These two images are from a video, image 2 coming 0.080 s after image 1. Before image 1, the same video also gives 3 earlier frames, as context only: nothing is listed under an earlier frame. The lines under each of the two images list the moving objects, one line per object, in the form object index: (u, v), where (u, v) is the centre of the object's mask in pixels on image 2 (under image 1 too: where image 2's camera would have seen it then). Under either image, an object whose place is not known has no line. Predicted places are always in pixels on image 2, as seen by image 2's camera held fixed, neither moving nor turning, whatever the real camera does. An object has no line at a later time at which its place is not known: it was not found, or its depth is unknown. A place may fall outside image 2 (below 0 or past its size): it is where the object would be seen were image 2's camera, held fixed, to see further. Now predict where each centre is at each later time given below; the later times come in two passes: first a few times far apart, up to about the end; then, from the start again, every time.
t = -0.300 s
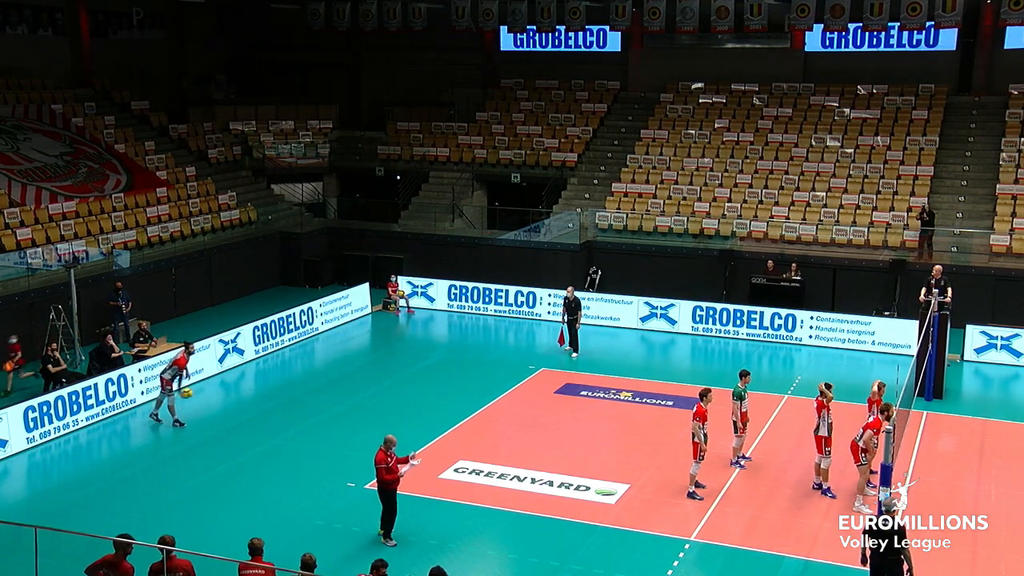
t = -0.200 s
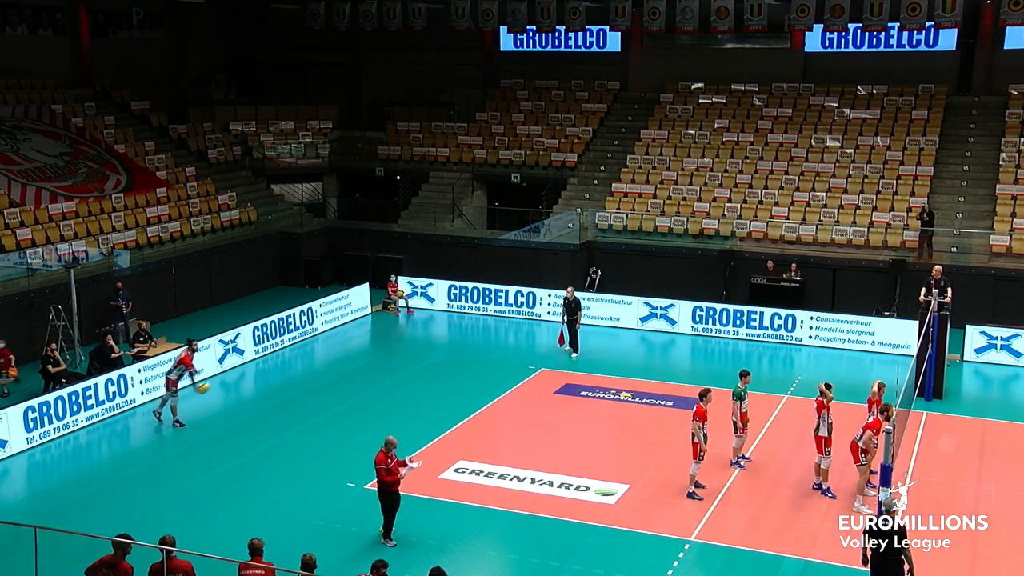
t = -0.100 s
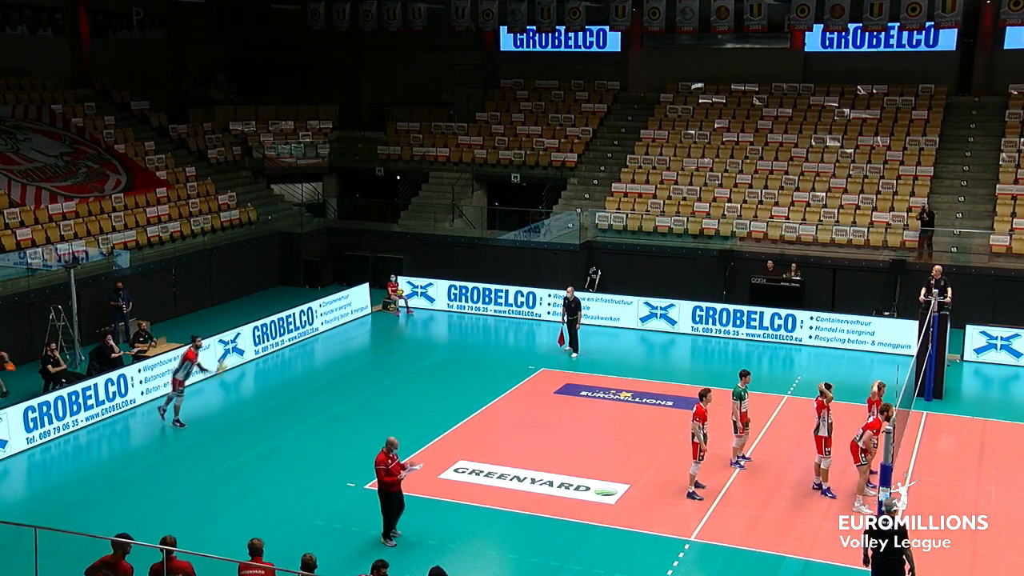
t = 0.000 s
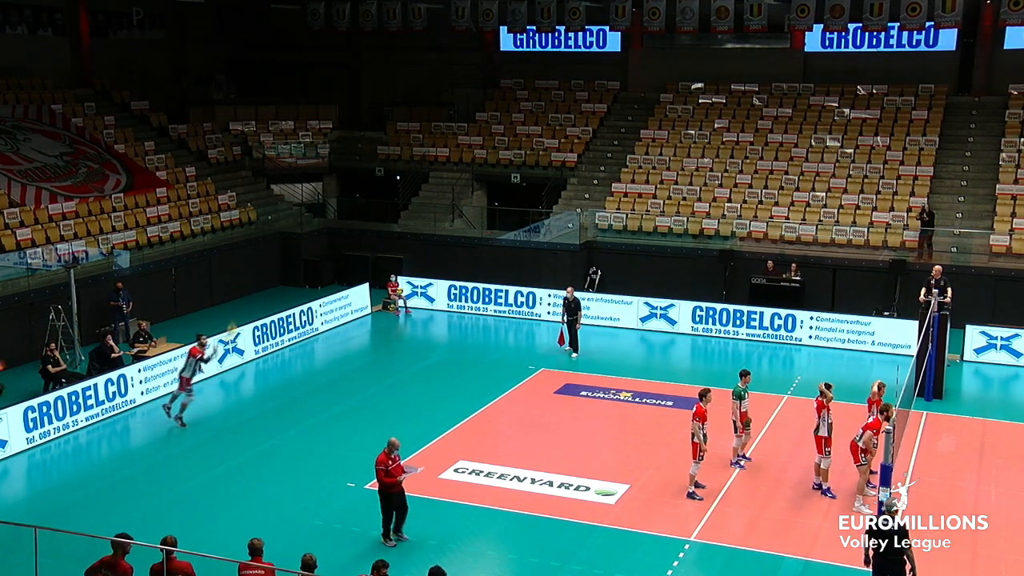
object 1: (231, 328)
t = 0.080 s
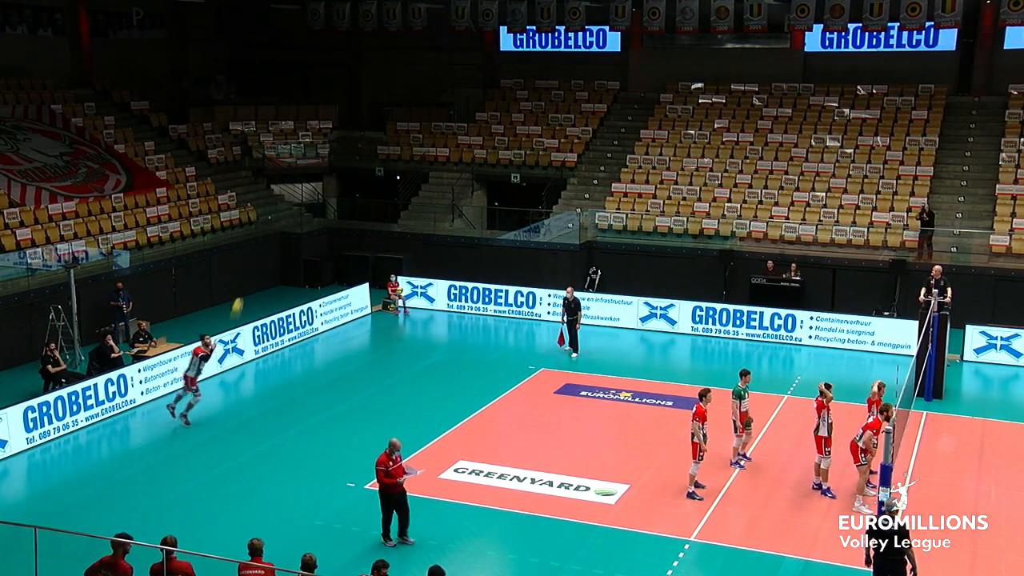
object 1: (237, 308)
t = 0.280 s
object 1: (254, 248)
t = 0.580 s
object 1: (282, 182)
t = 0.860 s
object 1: (310, 145)
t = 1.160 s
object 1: (342, 132)
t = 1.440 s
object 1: (372, 144)
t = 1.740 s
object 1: (404, 184)
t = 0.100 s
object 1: (239, 300)
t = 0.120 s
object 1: (241, 292)
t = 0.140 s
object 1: (242, 288)
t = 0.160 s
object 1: (244, 282)
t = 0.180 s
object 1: (245, 277)
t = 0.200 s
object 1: (248, 270)
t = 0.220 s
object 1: (249, 265)
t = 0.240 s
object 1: (251, 259)
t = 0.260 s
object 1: (253, 254)
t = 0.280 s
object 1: (254, 248)
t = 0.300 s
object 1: (256, 243)
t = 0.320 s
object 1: (258, 238)
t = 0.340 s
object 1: (260, 233)
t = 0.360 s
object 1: (262, 228)
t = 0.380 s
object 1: (264, 223)
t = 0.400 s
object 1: (265, 220)
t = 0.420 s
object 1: (267, 214)
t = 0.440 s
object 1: (269, 210)
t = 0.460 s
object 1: (271, 206)
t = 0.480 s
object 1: (274, 201)
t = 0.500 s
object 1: (275, 198)
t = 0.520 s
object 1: (277, 193)
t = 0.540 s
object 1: (278, 190)
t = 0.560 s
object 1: (280, 186)
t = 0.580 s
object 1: (282, 182)
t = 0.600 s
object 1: (285, 178)
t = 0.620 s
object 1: (286, 175)
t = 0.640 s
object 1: (288, 172)
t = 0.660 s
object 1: (290, 170)
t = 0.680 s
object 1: (292, 166)
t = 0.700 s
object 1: (294, 163)
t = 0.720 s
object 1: (297, 161)
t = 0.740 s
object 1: (298, 159)
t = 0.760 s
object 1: (300, 156)
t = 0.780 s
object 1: (302, 153)
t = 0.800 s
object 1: (303, 152)
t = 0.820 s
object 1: (307, 149)
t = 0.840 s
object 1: (308, 147)
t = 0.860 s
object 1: (310, 145)
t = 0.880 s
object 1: (313, 143)
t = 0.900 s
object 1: (314, 141)
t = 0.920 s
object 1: (317, 140)
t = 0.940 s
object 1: (319, 139)
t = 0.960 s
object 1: (321, 137)
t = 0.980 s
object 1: (323, 136)
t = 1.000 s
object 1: (325, 136)
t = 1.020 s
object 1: (327, 135)
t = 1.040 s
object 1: (330, 134)
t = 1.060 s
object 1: (332, 133)
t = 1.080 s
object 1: (334, 133)
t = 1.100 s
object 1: (335, 132)
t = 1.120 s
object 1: (338, 132)
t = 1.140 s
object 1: (340, 132)
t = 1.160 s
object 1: (342, 132)
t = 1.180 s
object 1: (344, 132)
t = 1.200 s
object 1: (346, 132)
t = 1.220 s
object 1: (349, 132)
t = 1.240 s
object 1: (351, 132)
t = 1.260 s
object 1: (352, 133)
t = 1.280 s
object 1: (355, 134)
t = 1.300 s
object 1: (357, 135)
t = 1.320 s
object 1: (359, 136)
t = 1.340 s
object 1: (361, 137)
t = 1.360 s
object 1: (364, 138)
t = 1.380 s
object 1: (365, 139)
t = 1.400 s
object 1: (368, 140)
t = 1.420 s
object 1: (370, 142)
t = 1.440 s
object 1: (372, 144)
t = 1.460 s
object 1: (374, 145)
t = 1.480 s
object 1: (376, 148)
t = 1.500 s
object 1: (379, 150)
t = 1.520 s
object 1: (381, 152)
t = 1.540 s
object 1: (382, 154)
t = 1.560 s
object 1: (385, 156)
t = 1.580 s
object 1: (387, 159)
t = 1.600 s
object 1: (390, 162)
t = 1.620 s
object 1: (391, 165)
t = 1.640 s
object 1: (393, 167)
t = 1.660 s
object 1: (396, 171)
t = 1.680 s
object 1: (398, 173)
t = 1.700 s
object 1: (399, 177)
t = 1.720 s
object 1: (401, 180)
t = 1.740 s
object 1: (404, 184)
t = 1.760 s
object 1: (406, 188)
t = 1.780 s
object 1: (407, 191)
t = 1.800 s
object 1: (408, 195)
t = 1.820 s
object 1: (411, 199)
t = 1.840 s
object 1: (414, 203)
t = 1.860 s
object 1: (416, 207)
